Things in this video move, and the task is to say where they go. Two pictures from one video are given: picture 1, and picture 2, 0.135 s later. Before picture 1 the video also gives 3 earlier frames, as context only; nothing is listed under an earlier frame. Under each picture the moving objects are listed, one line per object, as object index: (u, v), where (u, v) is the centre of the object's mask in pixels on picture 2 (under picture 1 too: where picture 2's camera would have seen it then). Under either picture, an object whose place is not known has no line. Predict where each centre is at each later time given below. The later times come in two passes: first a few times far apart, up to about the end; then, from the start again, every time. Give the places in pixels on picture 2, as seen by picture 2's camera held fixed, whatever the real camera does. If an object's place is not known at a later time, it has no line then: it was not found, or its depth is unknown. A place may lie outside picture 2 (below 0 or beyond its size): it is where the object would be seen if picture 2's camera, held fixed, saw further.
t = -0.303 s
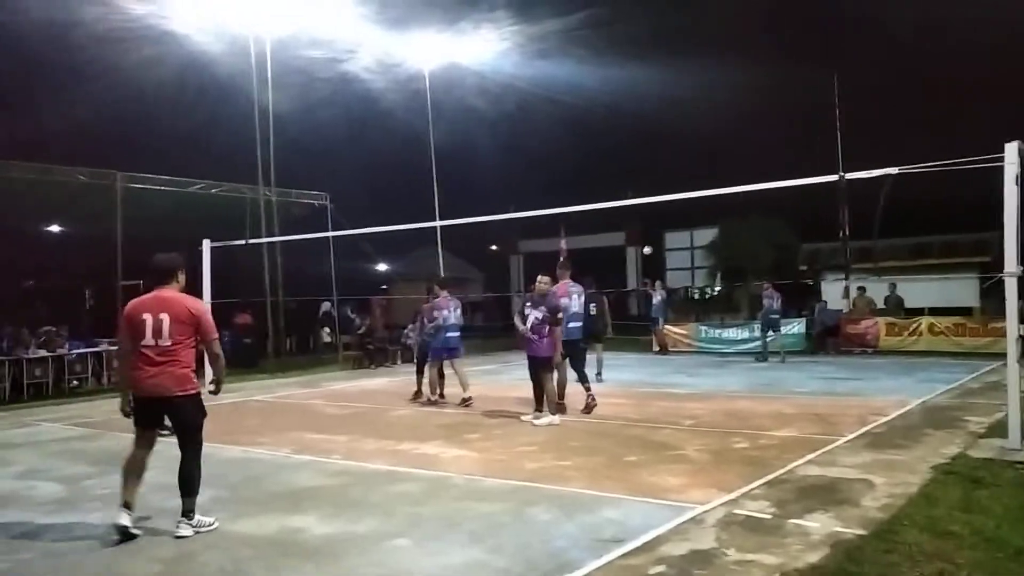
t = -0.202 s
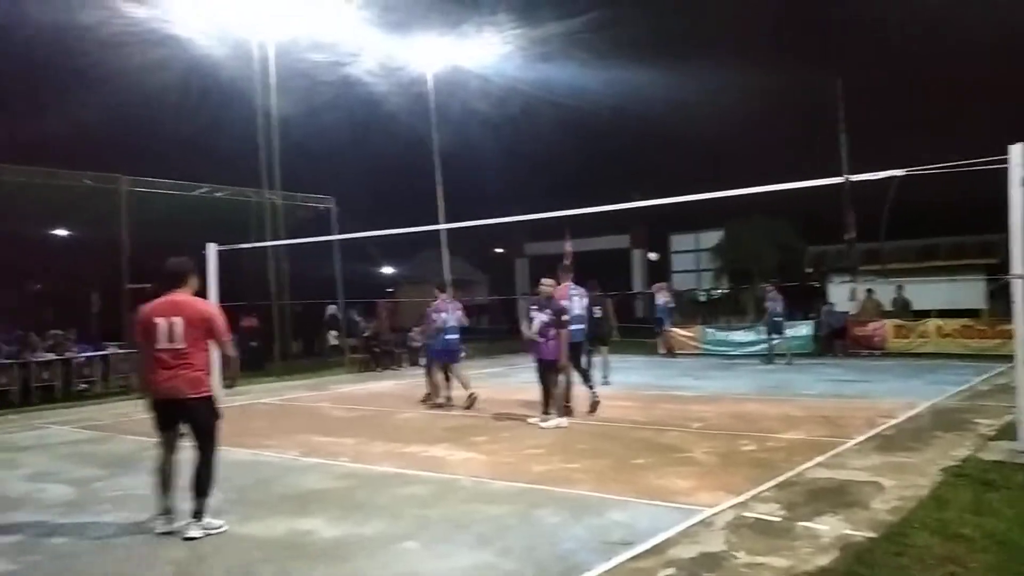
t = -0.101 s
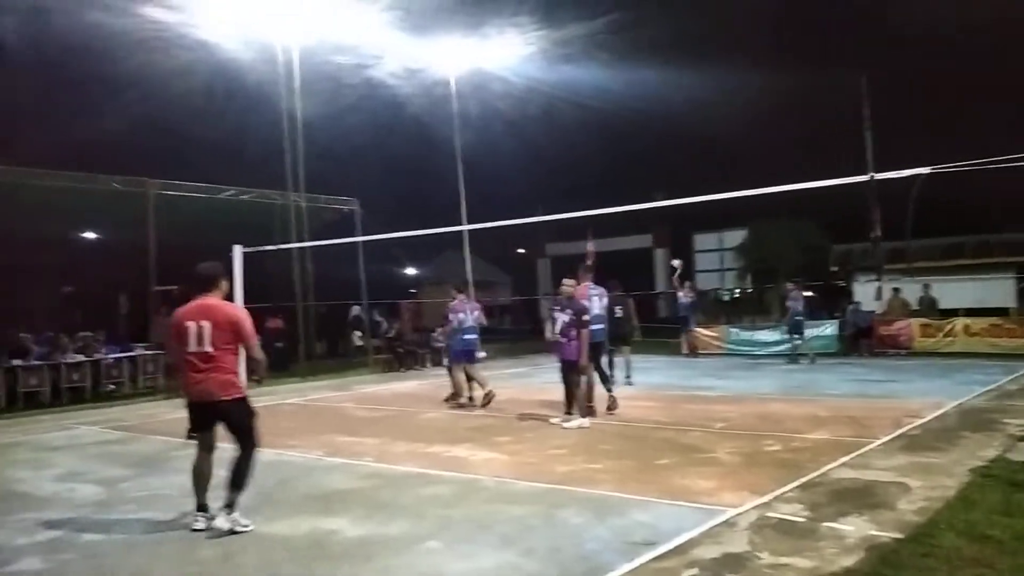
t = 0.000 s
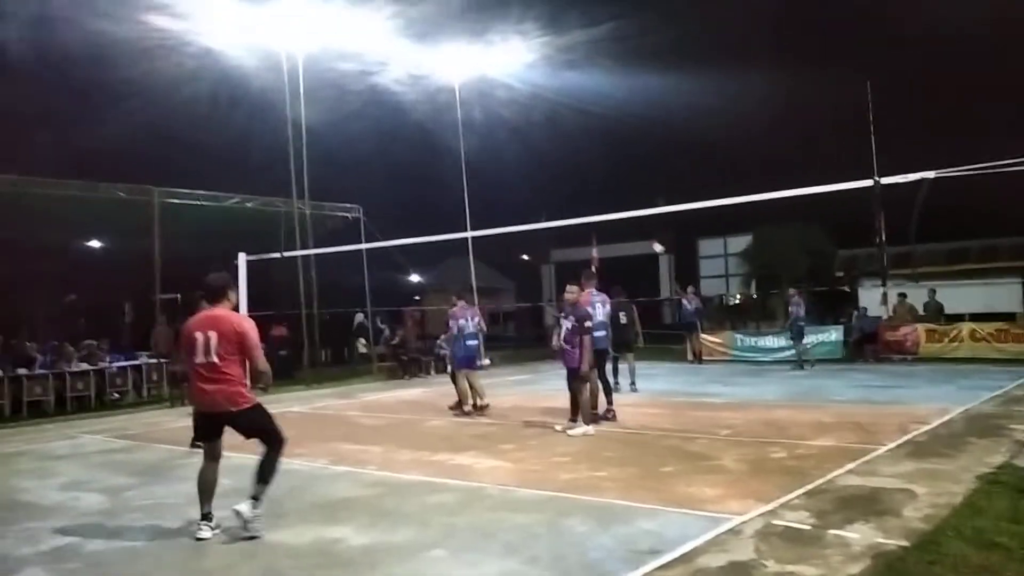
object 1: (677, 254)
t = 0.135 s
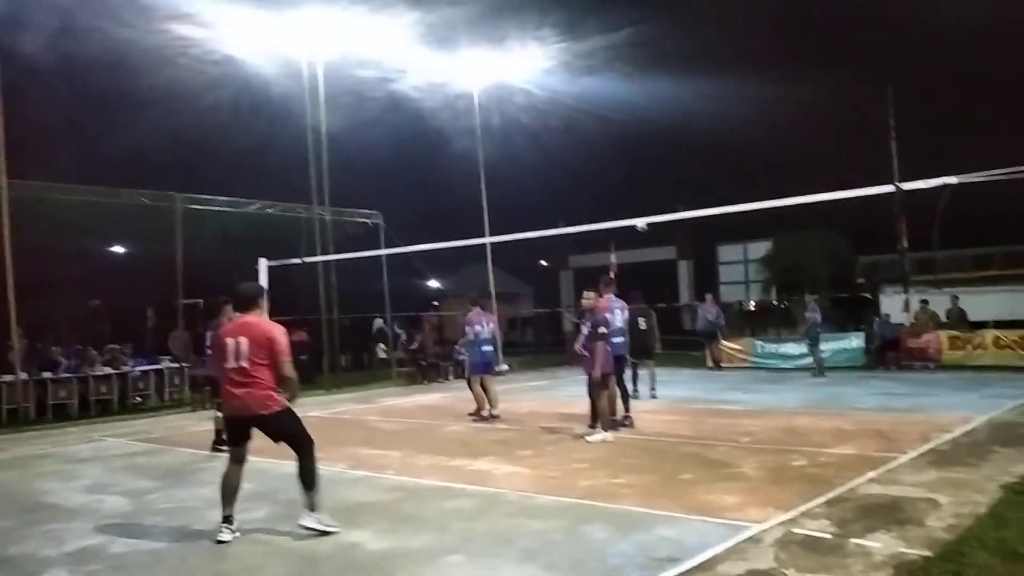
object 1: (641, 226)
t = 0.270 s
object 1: (602, 201)
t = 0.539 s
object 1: (505, 169)
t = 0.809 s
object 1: (379, 165)
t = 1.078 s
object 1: (196, 213)
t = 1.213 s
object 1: (63, 273)
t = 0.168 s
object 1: (630, 216)
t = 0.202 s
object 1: (621, 213)
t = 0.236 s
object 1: (612, 207)
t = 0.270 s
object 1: (602, 201)
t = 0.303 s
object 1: (592, 195)
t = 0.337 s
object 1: (581, 190)
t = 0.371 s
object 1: (569, 186)
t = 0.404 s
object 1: (557, 182)
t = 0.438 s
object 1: (545, 177)
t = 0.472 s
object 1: (532, 174)
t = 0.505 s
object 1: (519, 171)
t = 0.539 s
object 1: (505, 169)
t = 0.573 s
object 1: (491, 166)
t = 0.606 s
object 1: (477, 164)
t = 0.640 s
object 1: (463, 163)
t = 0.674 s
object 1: (447, 162)
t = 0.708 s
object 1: (431, 162)
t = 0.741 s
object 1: (415, 162)
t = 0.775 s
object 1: (397, 164)
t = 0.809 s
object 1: (379, 165)
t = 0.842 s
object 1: (360, 168)
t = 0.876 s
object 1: (341, 171)
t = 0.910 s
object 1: (321, 176)
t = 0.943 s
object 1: (298, 181)
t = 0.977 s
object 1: (275, 187)
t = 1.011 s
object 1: (251, 194)
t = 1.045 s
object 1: (223, 203)
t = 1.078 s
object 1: (196, 213)
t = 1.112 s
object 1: (165, 226)
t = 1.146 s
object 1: (134, 237)
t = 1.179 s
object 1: (99, 255)
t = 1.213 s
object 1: (63, 273)
